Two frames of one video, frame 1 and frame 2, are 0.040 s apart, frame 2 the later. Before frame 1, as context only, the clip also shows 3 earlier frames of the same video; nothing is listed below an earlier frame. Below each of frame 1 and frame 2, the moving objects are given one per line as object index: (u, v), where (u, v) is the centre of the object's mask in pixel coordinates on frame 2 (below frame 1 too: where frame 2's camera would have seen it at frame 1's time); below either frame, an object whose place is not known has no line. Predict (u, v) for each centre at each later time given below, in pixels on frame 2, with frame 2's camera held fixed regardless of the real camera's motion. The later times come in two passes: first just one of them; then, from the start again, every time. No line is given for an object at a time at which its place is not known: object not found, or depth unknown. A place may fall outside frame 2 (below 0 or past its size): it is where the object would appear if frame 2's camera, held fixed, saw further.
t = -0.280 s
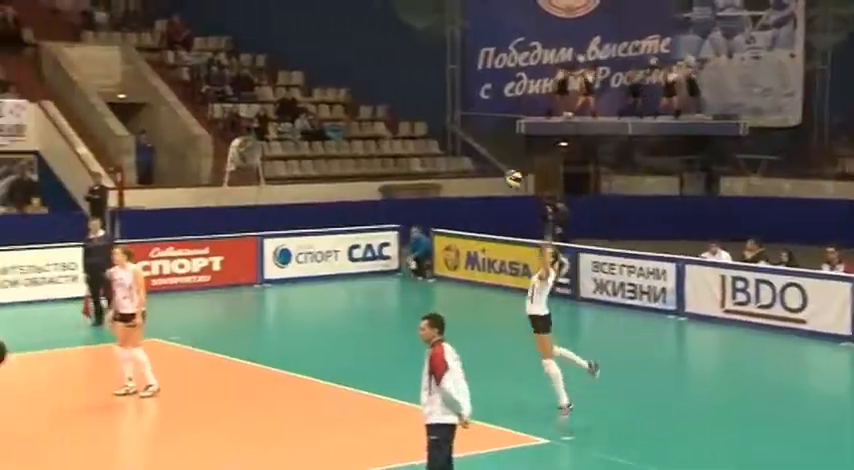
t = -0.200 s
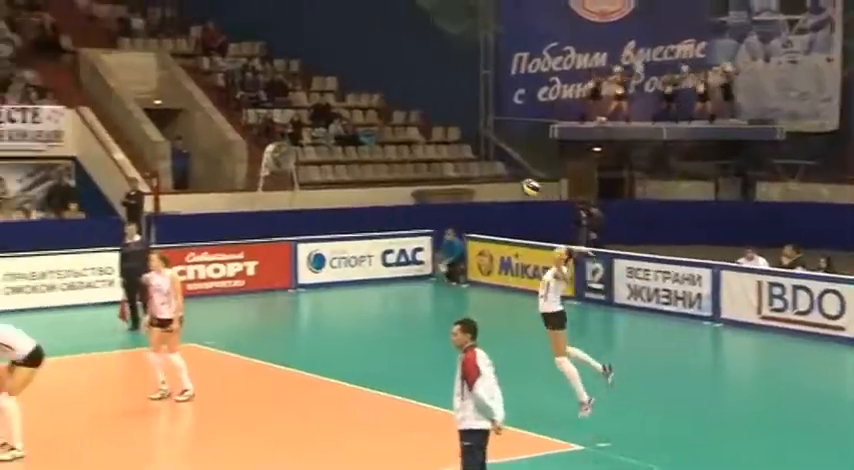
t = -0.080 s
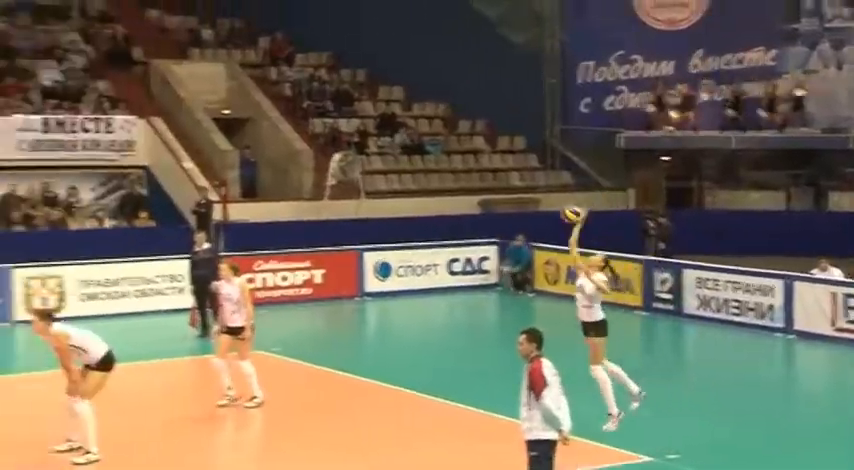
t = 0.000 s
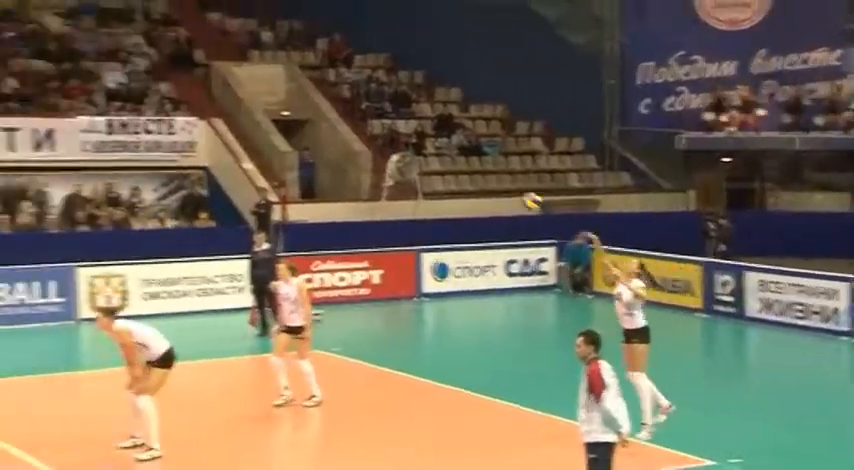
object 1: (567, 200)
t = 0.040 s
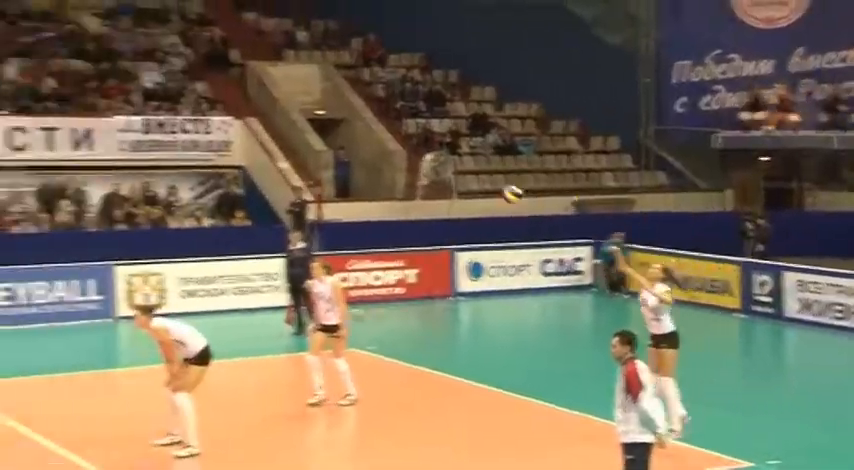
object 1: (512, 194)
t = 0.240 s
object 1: (219, 181)
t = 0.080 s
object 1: (457, 188)
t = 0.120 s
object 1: (399, 185)
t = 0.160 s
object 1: (340, 182)
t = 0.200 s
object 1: (280, 181)
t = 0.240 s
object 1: (219, 181)
